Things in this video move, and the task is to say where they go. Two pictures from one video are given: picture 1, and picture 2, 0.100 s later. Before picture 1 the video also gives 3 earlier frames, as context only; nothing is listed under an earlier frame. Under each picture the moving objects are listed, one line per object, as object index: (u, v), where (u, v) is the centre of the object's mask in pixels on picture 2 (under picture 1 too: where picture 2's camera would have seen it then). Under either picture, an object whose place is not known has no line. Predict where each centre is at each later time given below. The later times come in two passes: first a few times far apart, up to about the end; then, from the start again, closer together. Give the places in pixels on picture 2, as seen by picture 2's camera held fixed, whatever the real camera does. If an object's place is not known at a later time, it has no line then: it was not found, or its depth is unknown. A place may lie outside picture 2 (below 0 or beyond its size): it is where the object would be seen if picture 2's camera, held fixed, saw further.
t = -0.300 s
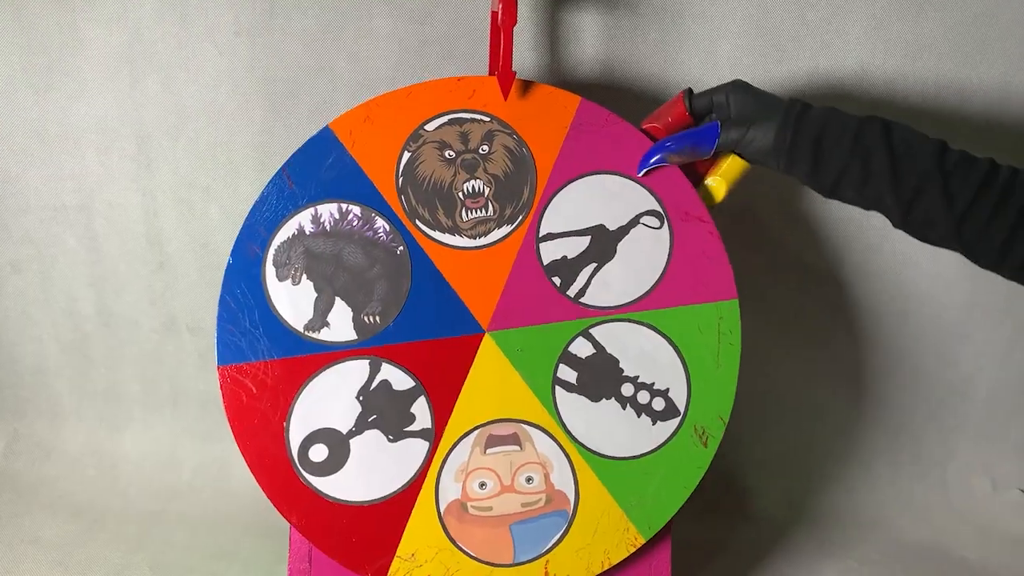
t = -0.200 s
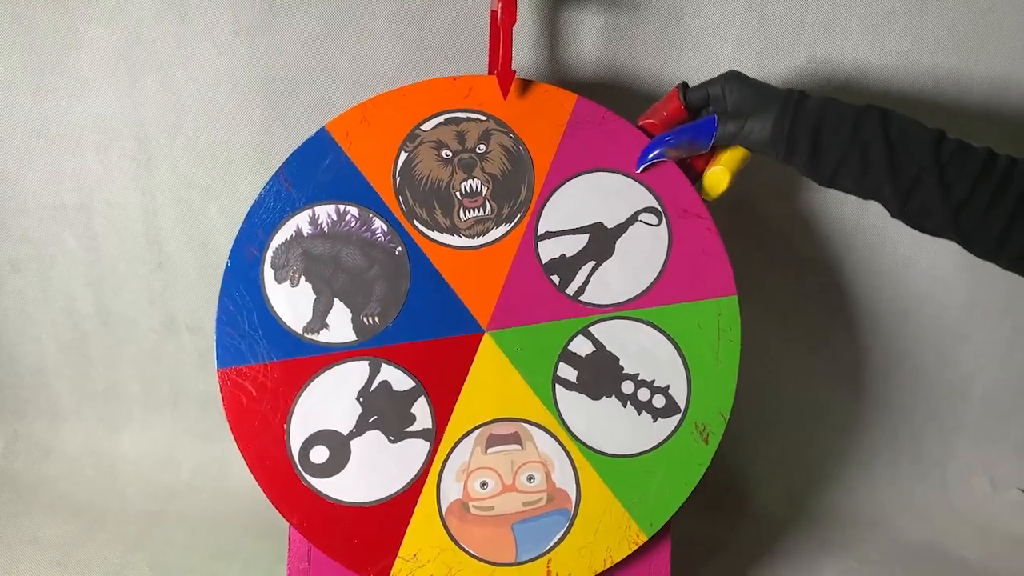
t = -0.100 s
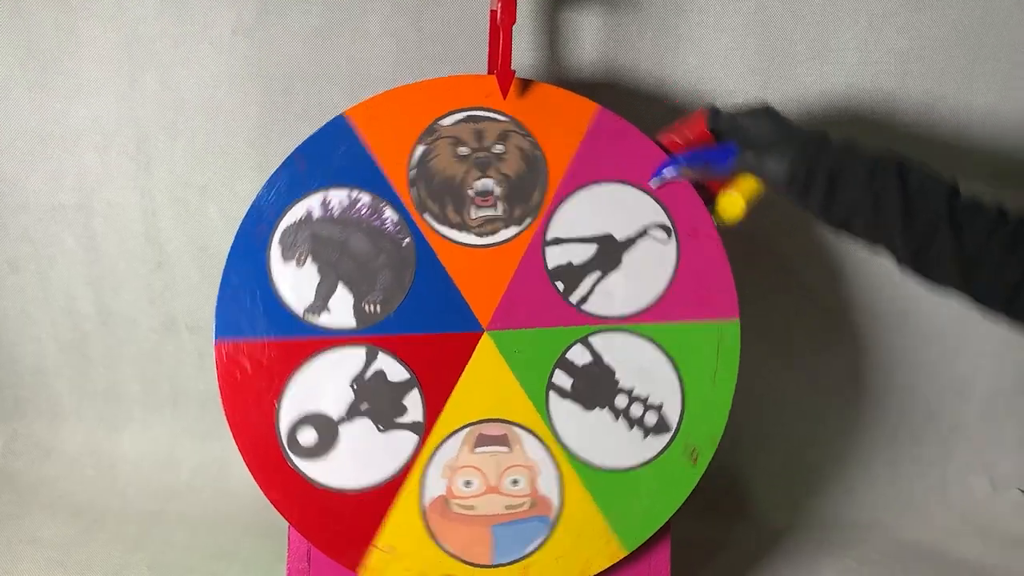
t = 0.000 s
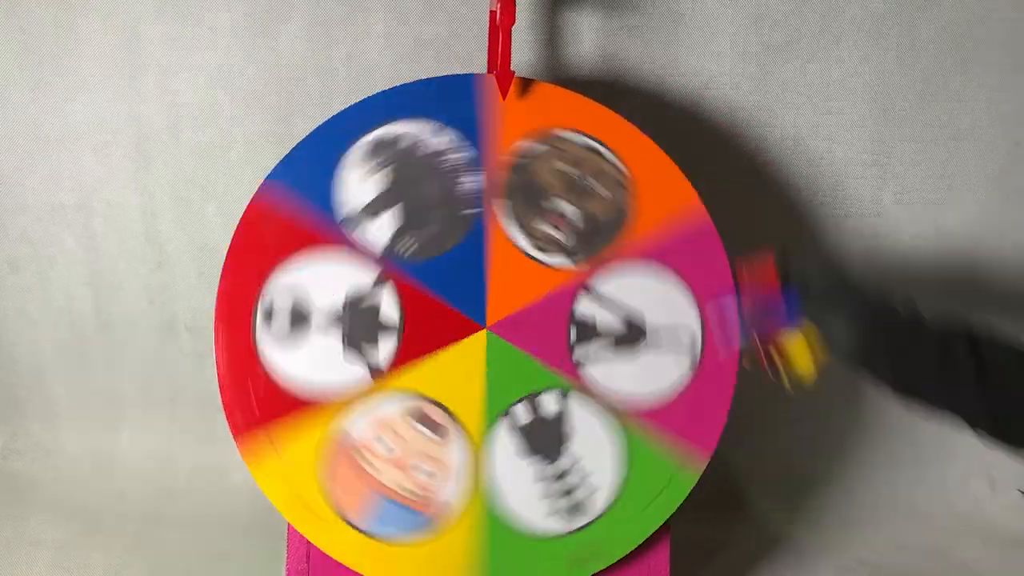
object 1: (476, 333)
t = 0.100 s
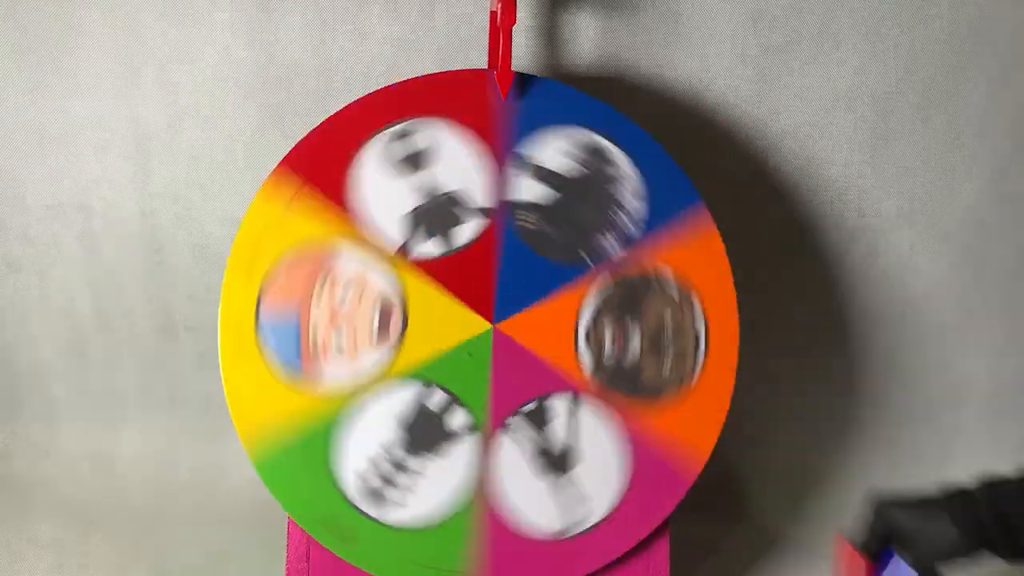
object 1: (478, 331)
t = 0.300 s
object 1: (476, 331)
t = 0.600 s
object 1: (478, 329)
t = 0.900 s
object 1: (477, 331)
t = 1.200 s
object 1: (477, 331)
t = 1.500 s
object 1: (475, 332)
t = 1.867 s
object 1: (482, 320)
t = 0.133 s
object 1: (479, 330)
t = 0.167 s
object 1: (481, 330)
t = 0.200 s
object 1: (483, 331)
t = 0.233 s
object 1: (483, 334)
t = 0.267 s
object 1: (477, 334)
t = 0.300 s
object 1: (476, 331)
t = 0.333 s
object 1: (482, 329)
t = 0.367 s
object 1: (484, 333)
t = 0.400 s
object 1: (478, 335)
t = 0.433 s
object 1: (476, 332)
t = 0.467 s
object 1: (481, 329)
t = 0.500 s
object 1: (485, 331)
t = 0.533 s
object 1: (482, 334)
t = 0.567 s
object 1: (477, 333)
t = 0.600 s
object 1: (478, 329)
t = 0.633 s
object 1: (483, 330)
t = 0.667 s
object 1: (483, 334)
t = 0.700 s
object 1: (478, 334)
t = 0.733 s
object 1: (476, 332)
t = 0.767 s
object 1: (480, 331)
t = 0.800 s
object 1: (484, 333)
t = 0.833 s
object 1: (481, 334)
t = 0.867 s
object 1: (476, 333)
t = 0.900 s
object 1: (477, 331)
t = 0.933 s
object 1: (483, 331)
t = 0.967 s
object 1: (484, 333)
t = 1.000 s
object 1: (479, 334)
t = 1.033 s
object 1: (476, 332)
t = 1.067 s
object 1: (479, 329)
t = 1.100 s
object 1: (484, 332)
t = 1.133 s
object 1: (483, 334)
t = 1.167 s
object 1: (478, 334)
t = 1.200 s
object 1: (477, 331)
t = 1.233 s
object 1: (481, 330)
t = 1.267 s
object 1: (485, 332)
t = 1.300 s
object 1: (482, 334)
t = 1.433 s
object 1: (484, 334)
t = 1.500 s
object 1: (475, 332)
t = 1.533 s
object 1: (477, 329)
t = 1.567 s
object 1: (483, 329)
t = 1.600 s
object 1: (487, 330)
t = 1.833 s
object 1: (485, 327)
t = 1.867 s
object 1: (482, 320)
